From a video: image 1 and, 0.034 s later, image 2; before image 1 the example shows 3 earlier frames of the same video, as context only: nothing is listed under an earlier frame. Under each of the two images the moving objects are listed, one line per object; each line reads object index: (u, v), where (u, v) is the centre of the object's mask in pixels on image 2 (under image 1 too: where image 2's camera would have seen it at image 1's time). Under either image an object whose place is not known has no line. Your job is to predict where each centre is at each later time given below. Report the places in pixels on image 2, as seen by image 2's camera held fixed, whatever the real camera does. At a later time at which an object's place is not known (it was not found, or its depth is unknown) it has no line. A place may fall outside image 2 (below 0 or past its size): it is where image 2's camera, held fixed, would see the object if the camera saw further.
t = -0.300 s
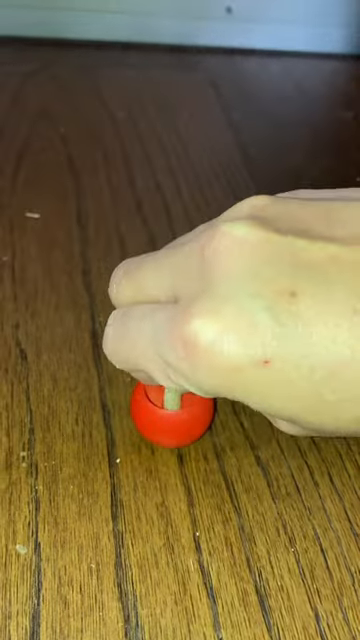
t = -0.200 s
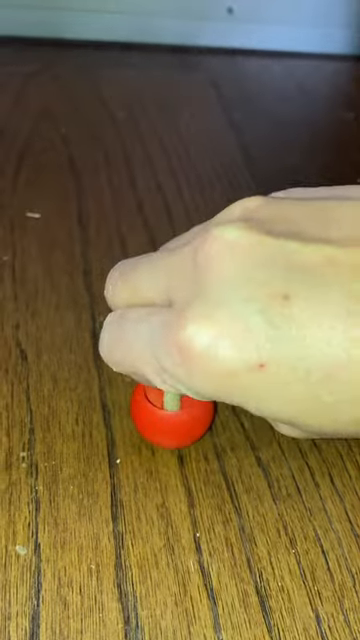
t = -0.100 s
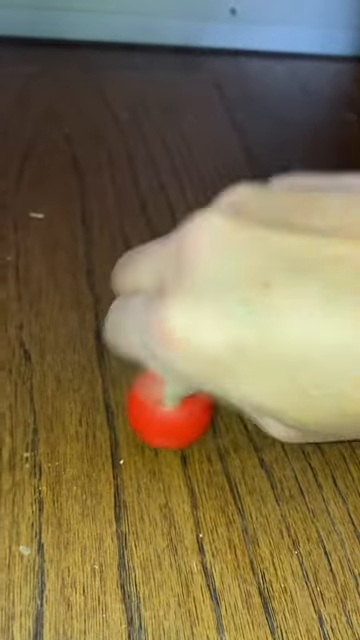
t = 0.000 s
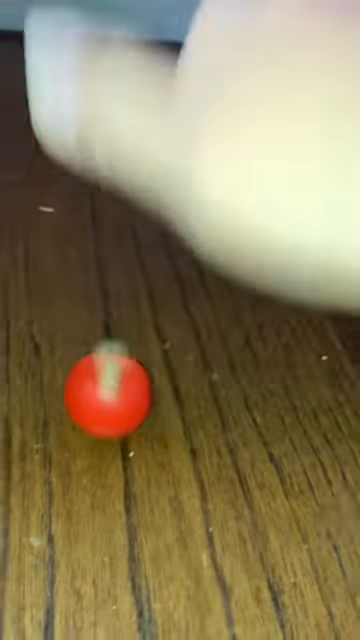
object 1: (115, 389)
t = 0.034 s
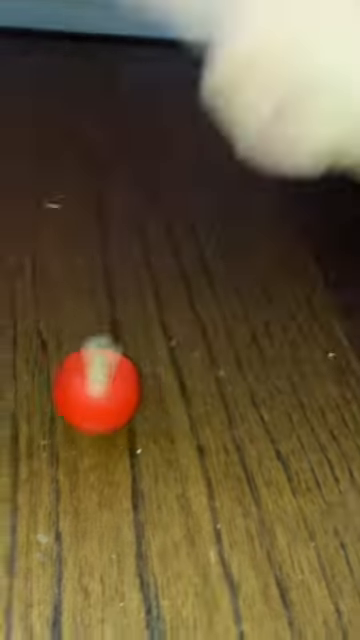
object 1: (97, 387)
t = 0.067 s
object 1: (80, 385)
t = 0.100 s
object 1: (62, 383)
